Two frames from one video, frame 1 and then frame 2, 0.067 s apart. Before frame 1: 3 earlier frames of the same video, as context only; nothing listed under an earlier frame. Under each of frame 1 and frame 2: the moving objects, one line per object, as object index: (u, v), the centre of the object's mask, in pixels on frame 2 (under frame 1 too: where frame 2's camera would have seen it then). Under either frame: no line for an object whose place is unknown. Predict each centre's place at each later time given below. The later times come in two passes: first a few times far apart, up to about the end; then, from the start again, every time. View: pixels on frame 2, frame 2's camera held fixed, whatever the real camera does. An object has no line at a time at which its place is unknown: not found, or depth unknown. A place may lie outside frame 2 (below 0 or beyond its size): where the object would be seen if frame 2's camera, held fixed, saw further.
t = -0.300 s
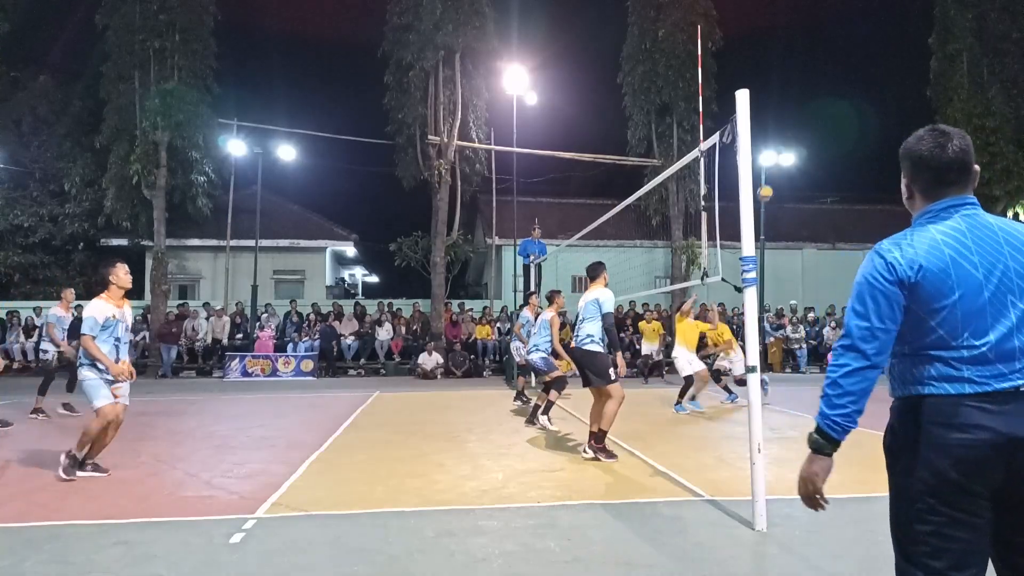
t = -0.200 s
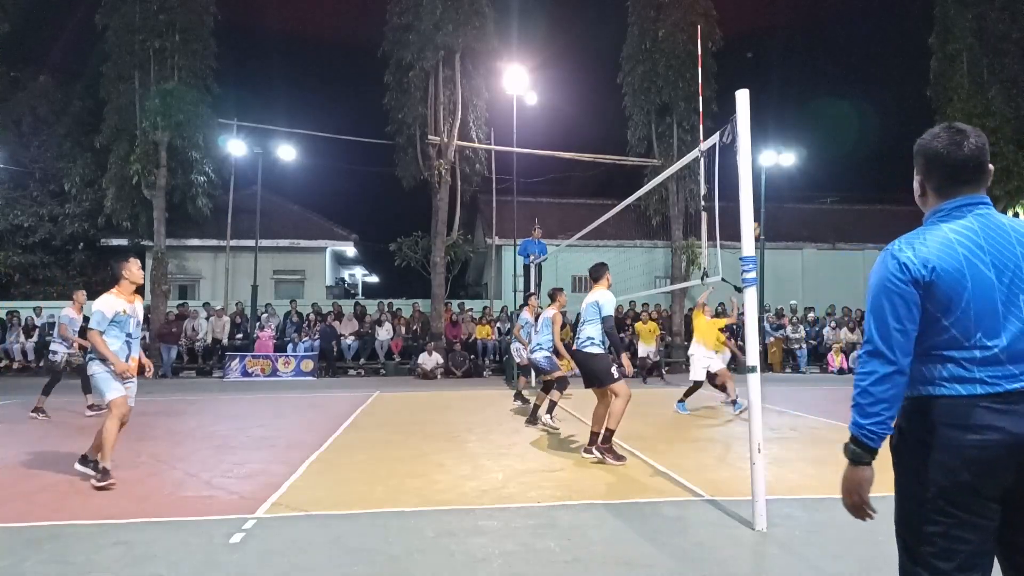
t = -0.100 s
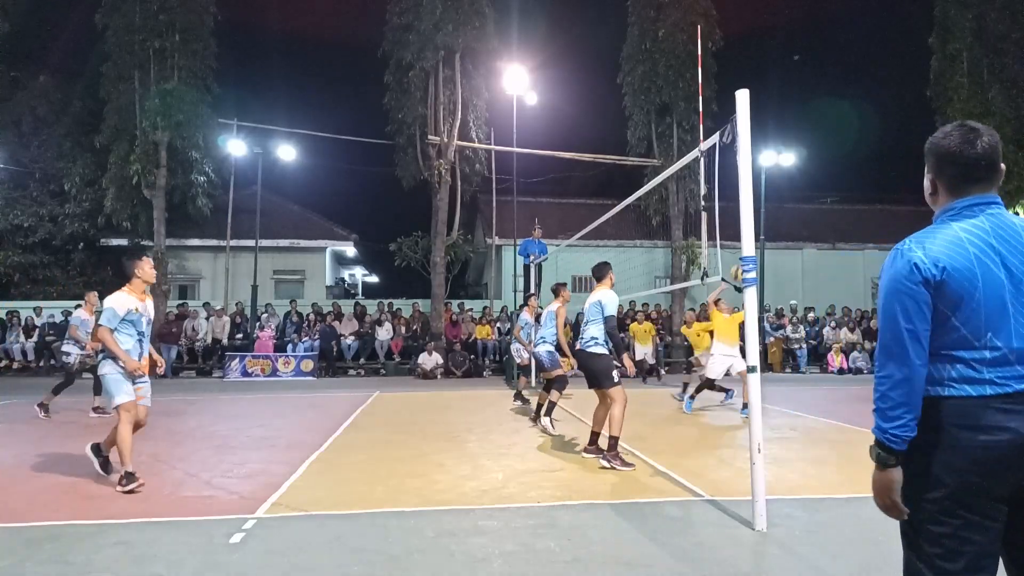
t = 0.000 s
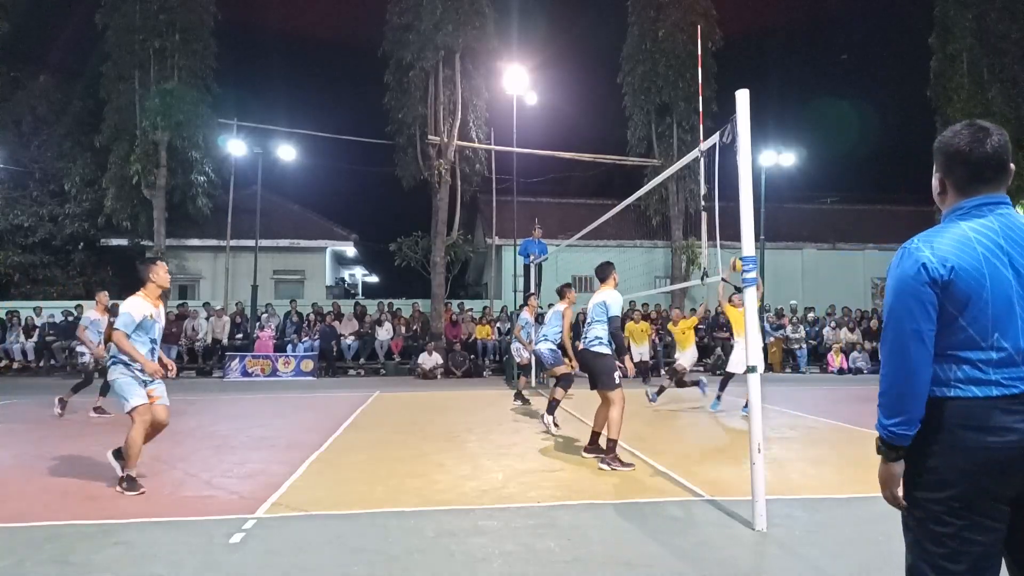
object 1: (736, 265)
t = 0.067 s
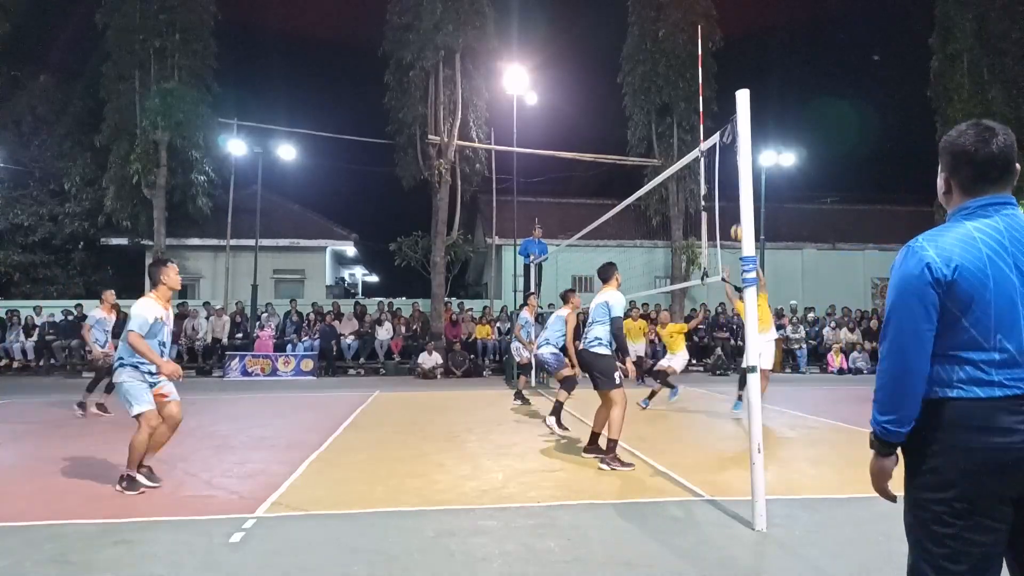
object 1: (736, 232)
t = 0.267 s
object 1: (752, 150)
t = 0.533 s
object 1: (755, 77)
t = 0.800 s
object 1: (768, 60)
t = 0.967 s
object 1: (778, 86)
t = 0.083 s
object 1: (736, 225)
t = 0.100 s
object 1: (736, 217)
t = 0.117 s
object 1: (735, 210)
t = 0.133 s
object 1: (735, 202)
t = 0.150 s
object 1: (736, 196)
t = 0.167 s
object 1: (736, 189)
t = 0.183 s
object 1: (735, 182)
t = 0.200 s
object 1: (736, 176)
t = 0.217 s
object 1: (736, 170)
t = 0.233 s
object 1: (736, 163)
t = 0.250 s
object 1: (736, 158)
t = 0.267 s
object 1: (752, 150)
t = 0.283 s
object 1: (752, 144)
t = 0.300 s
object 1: (753, 139)
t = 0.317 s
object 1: (753, 133)
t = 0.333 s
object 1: (753, 128)
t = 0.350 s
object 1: (753, 122)
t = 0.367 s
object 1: (753, 117)
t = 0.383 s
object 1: (753, 113)
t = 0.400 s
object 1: (754, 107)
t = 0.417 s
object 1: (754, 103)
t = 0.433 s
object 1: (754, 99)
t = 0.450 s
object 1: (754, 94)
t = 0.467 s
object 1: (754, 90)
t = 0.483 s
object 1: (753, 87)
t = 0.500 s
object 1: (754, 83)
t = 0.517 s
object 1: (754, 80)
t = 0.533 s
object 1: (755, 77)
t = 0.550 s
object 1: (755, 74)
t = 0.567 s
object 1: (756, 72)
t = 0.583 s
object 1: (757, 69)
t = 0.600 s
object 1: (758, 67)
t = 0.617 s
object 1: (758, 65)
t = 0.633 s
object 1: (759, 63)
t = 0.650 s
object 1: (760, 61)
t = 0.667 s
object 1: (761, 60)
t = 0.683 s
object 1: (761, 59)
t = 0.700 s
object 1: (762, 58)
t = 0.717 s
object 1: (763, 58)
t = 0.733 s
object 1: (764, 58)
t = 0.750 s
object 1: (765, 58)
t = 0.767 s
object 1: (766, 58)
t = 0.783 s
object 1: (767, 59)
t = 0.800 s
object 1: (768, 60)
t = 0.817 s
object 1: (769, 60)
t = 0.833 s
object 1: (770, 62)
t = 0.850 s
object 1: (771, 64)
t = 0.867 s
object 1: (772, 66)
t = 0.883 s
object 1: (773, 69)
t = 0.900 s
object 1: (774, 71)
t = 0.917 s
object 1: (775, 75)
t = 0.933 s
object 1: (775, 78)
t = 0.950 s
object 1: (777, 82)
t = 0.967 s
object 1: (778, 86)
